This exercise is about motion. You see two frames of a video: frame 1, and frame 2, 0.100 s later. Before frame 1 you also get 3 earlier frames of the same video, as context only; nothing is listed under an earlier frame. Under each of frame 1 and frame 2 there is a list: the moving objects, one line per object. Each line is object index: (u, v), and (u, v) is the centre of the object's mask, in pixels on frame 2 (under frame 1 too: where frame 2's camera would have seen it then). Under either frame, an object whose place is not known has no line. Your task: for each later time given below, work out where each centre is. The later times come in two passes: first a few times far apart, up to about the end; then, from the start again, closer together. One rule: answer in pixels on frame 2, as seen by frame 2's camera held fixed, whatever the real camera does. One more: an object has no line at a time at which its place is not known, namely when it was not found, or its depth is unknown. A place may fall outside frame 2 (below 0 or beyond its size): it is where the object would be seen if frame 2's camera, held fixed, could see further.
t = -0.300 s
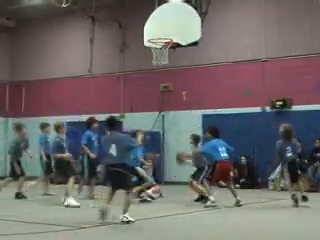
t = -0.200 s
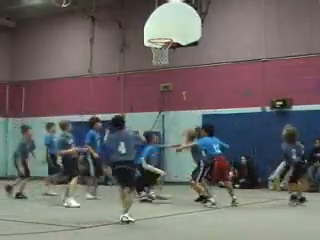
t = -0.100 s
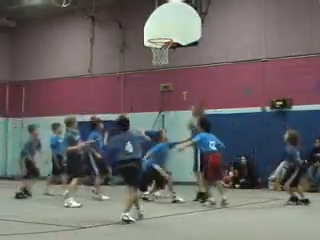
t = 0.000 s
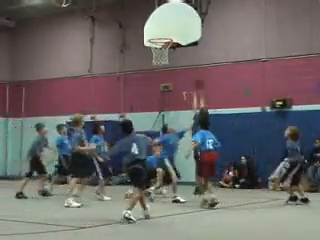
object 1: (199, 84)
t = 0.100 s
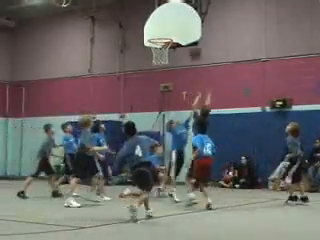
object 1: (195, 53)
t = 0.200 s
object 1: (192, 30)
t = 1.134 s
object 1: (155, 49)
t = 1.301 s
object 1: (155, 53)
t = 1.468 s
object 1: (158, 67)
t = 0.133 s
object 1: (195, 44)
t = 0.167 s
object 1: (193, 37)
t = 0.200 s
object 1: (192, 30)
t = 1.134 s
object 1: (155, 49)
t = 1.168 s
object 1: (152, 51)
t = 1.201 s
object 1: (152, 51)
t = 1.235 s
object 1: (153, 52)
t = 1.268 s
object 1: (154, 52)
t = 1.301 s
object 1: (155, 53)
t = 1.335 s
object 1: (156, 54)
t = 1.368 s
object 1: (156, 59)
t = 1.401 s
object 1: (157, 61)
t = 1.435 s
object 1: (158, 63)
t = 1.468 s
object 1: (158, 67)
